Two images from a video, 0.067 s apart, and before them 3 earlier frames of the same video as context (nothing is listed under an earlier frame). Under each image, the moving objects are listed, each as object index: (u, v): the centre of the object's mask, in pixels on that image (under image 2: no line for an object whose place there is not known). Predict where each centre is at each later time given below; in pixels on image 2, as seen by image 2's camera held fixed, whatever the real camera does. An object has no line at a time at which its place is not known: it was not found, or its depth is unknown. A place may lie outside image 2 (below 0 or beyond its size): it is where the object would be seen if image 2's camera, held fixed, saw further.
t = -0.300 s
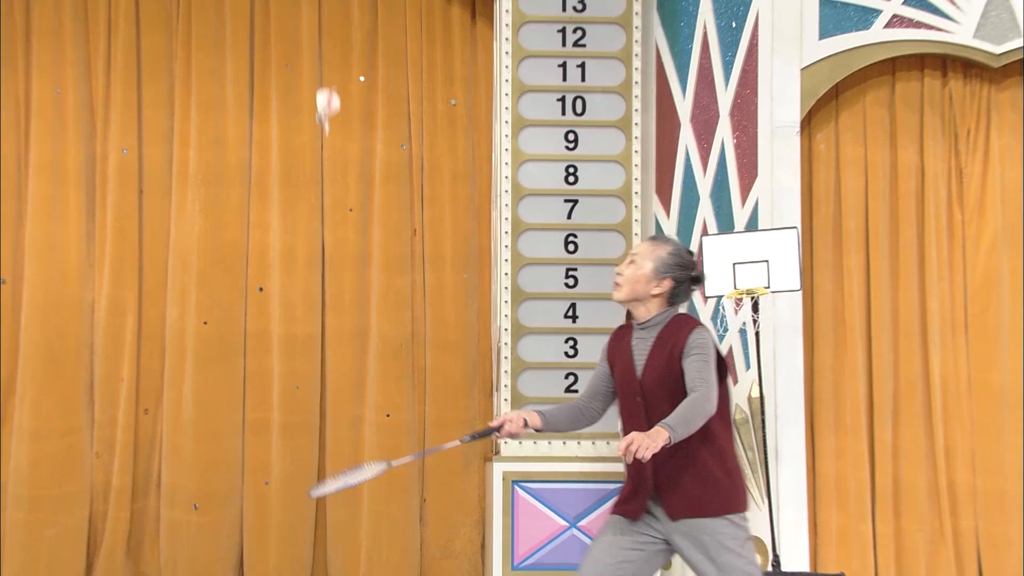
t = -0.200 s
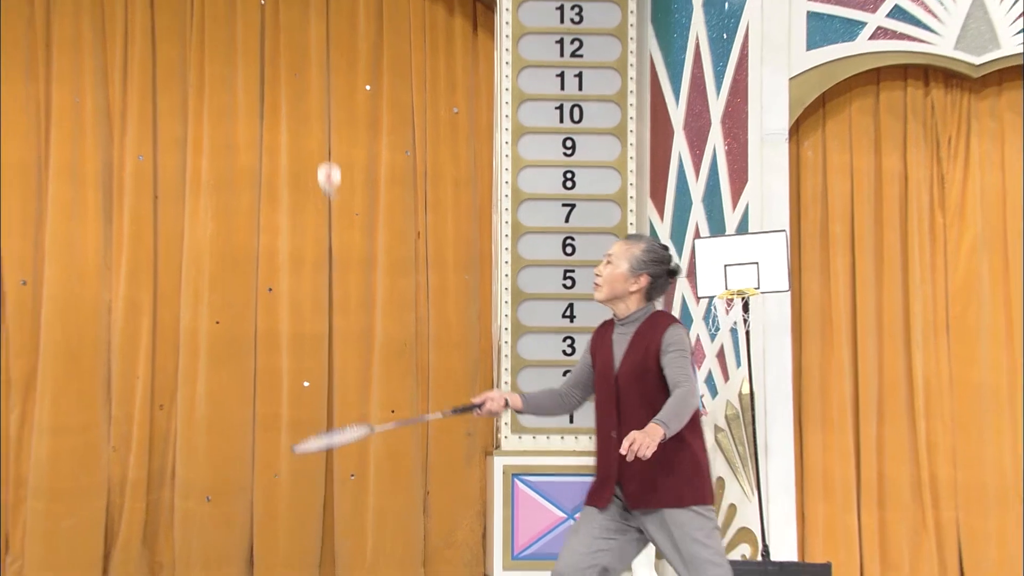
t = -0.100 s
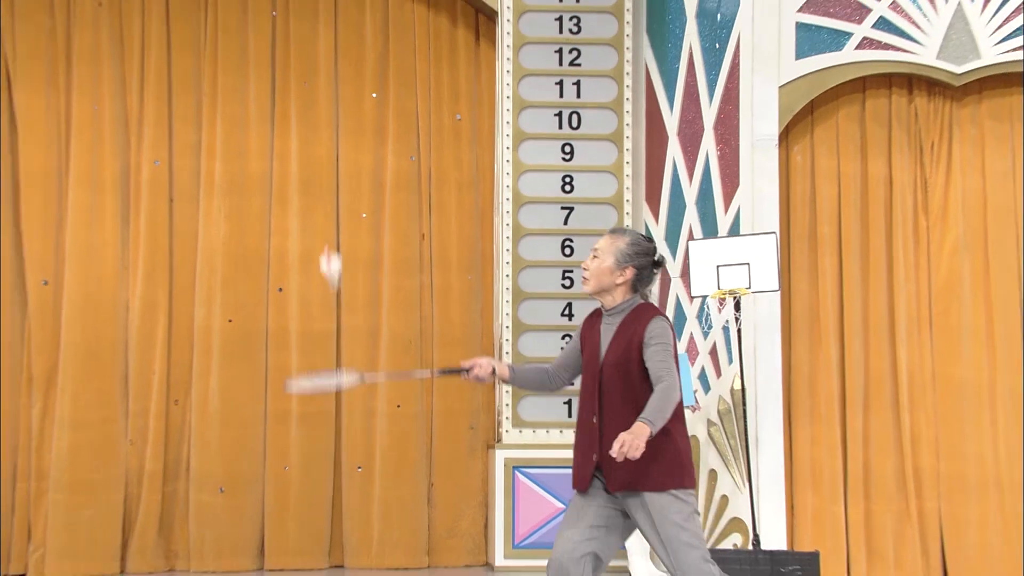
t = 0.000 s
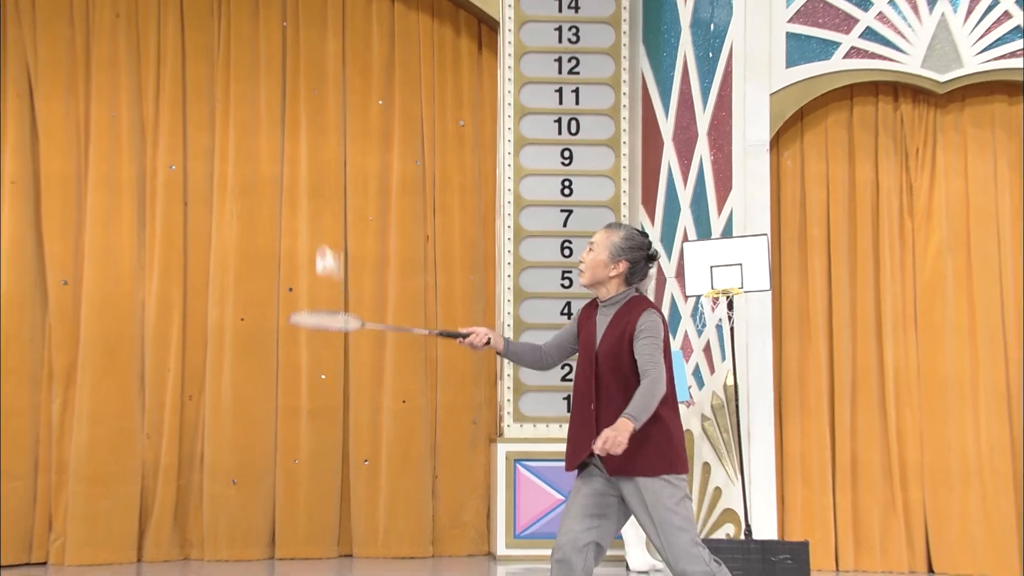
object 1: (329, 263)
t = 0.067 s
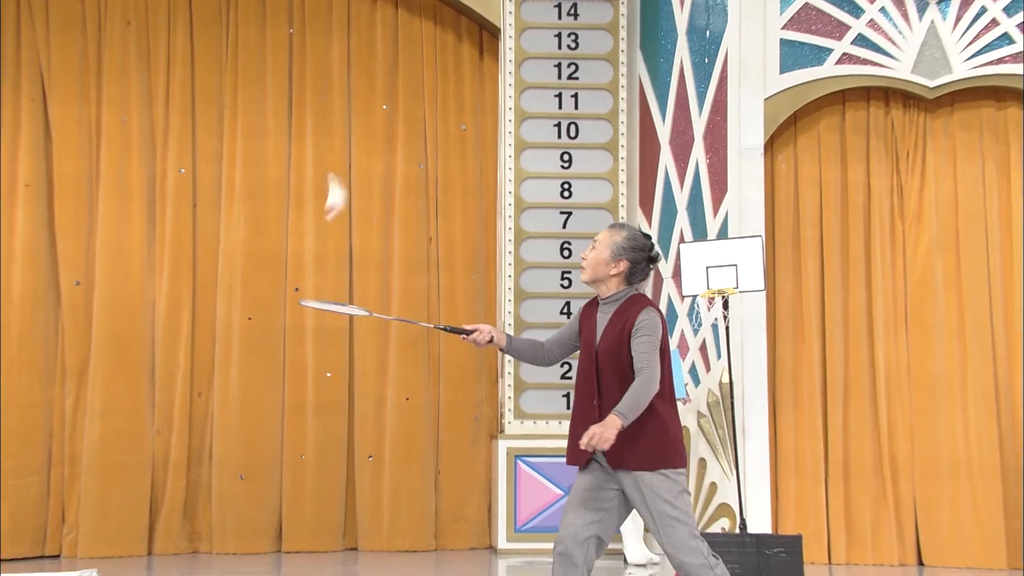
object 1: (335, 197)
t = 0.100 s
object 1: (334, 160)
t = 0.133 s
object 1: (333, 130)
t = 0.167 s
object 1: (328, 106)
